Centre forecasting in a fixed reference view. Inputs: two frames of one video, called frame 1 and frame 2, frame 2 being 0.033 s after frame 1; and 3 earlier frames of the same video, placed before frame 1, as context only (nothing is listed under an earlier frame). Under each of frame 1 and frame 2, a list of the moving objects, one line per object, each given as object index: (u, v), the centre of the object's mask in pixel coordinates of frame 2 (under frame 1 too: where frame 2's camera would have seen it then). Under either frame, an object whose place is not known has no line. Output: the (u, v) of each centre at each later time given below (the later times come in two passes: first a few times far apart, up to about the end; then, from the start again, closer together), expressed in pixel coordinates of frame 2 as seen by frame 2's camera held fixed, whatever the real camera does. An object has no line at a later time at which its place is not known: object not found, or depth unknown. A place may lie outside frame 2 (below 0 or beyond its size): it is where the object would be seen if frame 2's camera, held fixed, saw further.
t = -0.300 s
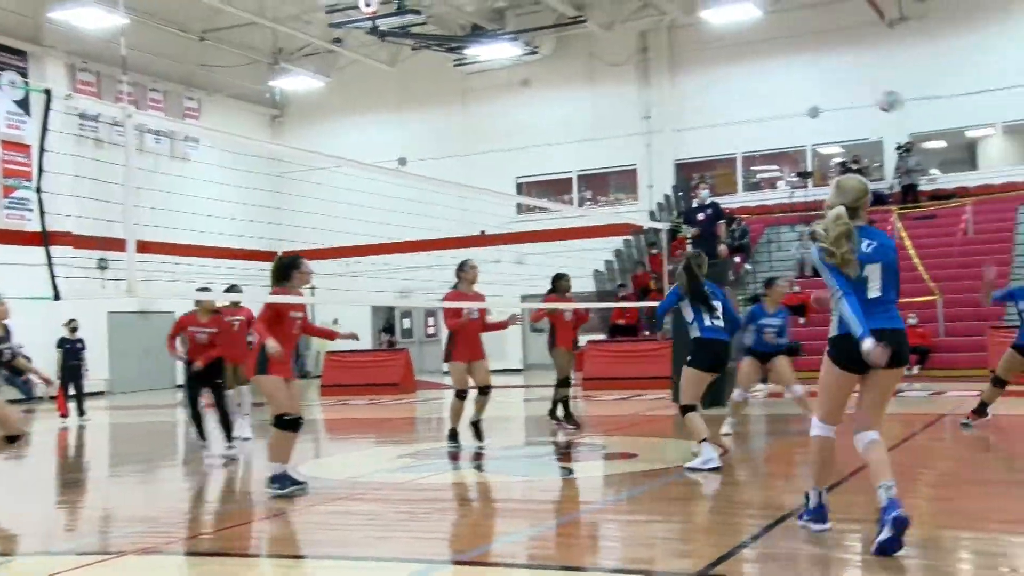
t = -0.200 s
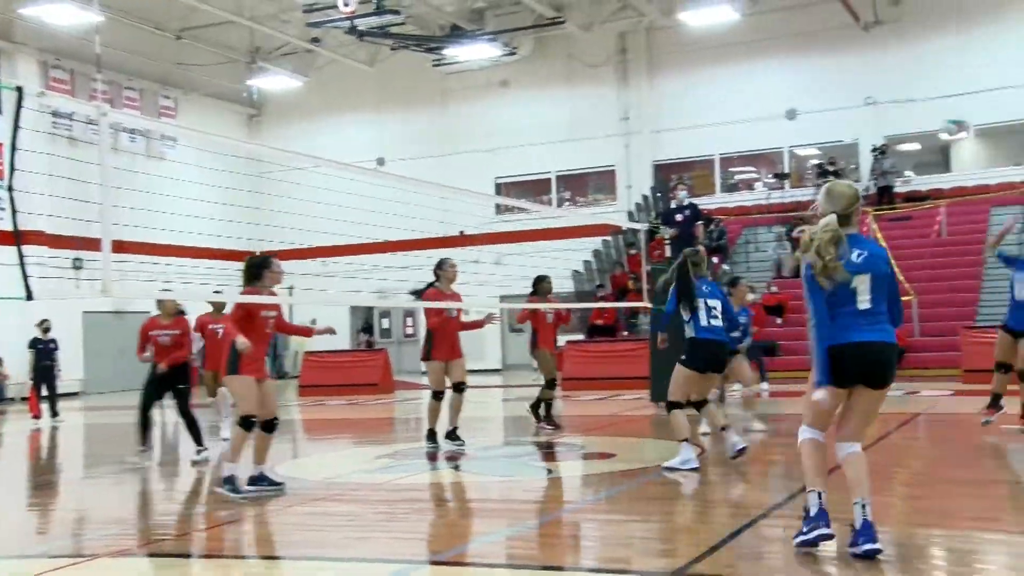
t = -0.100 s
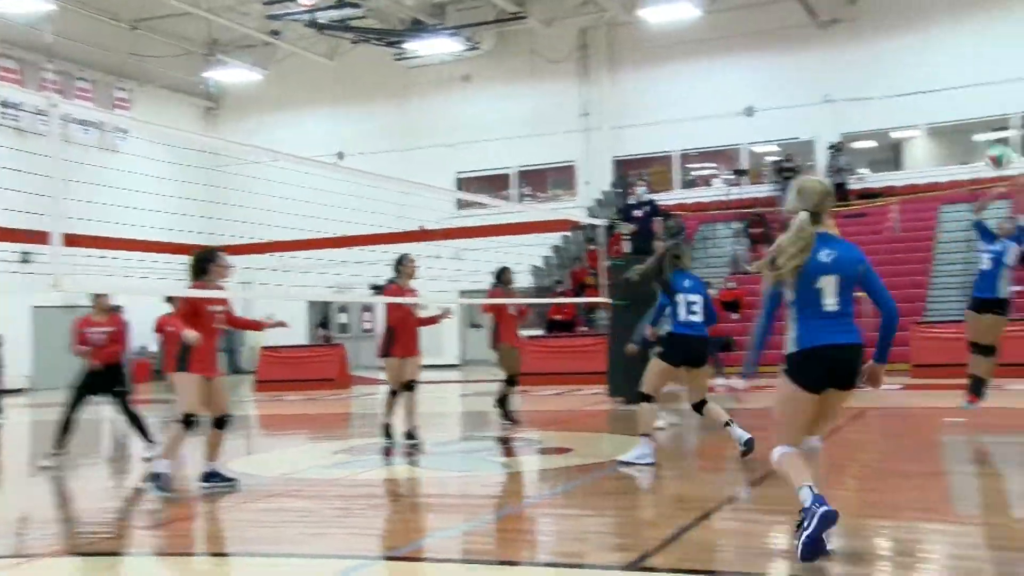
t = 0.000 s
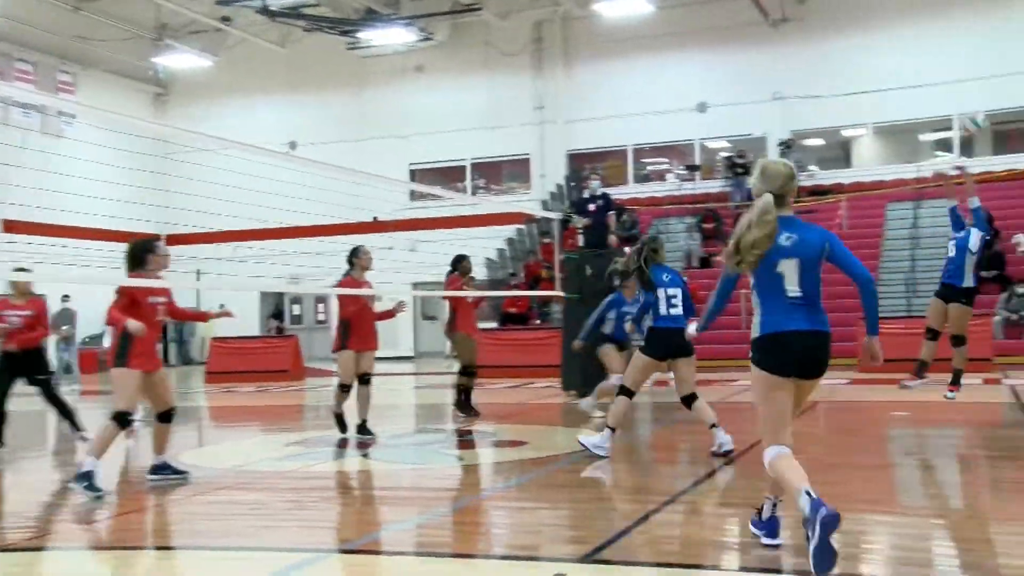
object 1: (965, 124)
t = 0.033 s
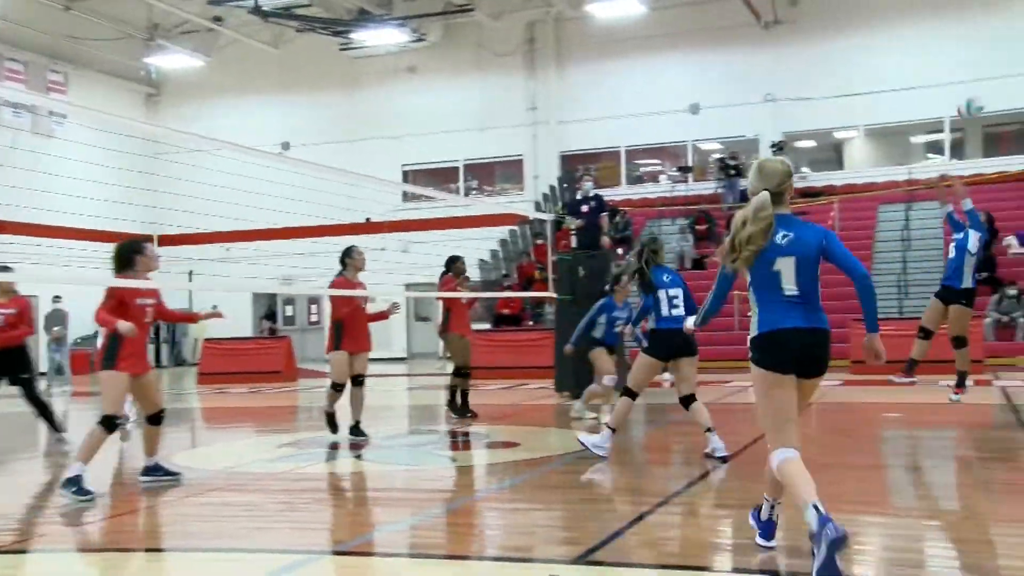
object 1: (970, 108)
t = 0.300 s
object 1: (1019, 10)
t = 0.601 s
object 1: (1076, 2)
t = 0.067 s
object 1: (976, 92)
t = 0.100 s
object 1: (982, 78)
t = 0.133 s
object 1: (988, 64)
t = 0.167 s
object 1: (994, 52)
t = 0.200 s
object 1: (1000, 41)
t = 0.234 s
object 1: (1006, 30)
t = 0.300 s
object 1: (1019, 10)
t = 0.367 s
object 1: (1031, 1)
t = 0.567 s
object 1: (1068, 1)
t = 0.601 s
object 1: (1076, 2)
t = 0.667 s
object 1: (1091, 8)
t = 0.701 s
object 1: (1097, 16)
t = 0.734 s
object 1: (1103, 29)
